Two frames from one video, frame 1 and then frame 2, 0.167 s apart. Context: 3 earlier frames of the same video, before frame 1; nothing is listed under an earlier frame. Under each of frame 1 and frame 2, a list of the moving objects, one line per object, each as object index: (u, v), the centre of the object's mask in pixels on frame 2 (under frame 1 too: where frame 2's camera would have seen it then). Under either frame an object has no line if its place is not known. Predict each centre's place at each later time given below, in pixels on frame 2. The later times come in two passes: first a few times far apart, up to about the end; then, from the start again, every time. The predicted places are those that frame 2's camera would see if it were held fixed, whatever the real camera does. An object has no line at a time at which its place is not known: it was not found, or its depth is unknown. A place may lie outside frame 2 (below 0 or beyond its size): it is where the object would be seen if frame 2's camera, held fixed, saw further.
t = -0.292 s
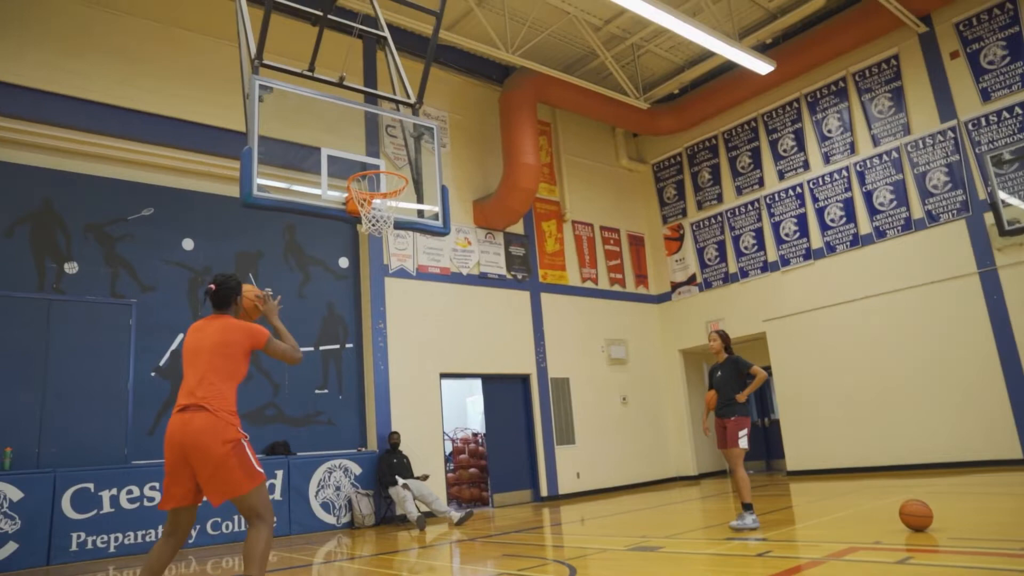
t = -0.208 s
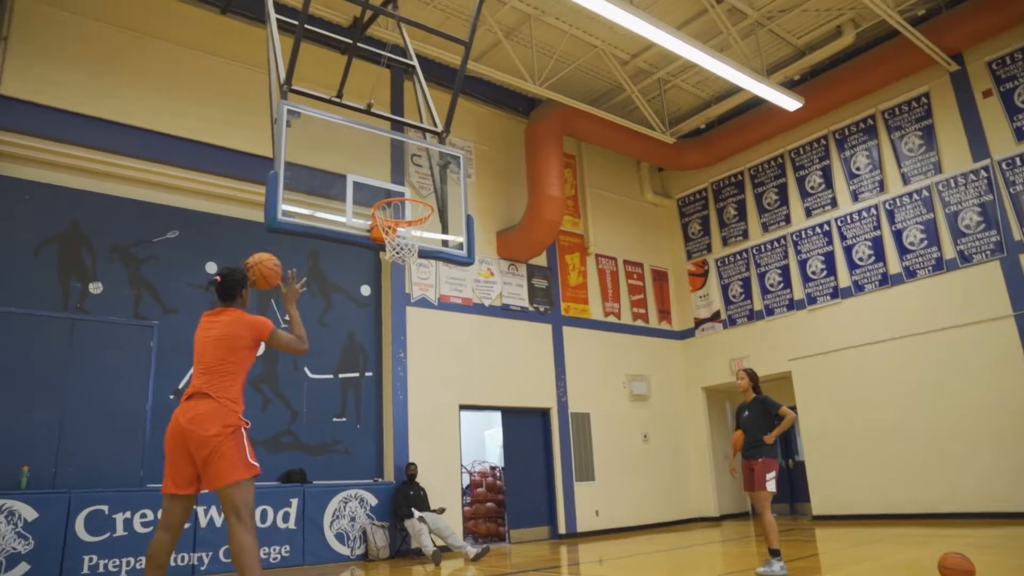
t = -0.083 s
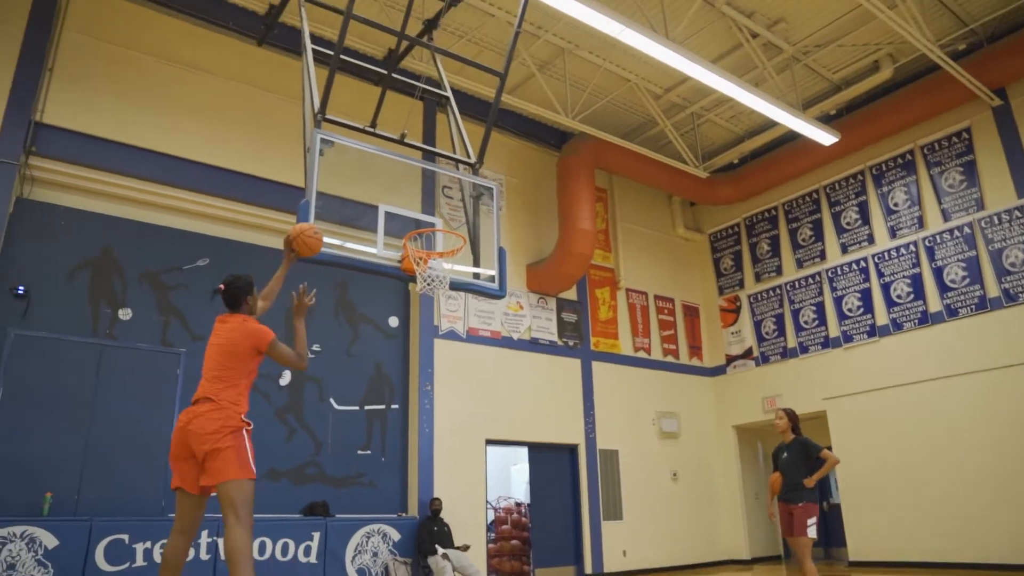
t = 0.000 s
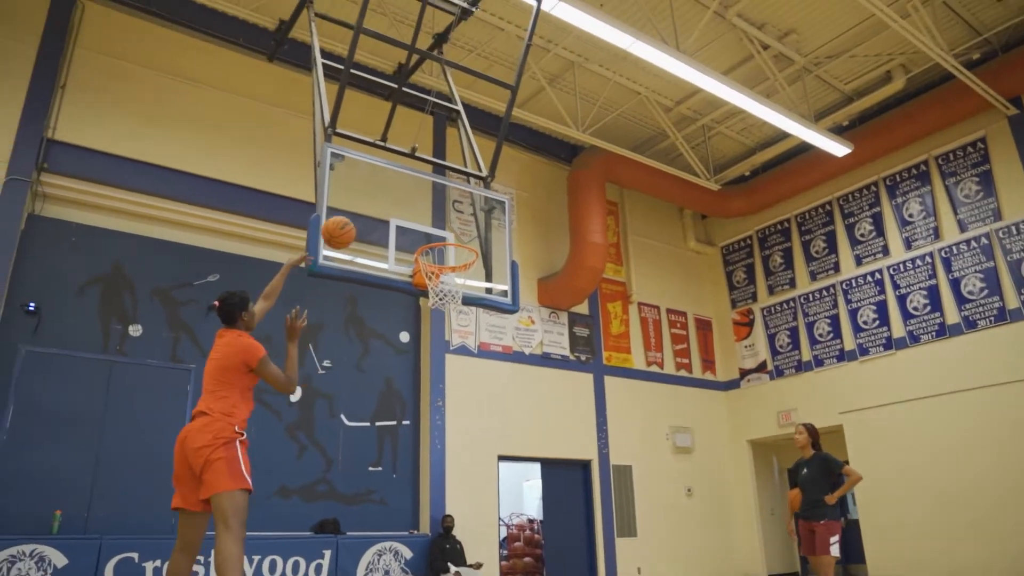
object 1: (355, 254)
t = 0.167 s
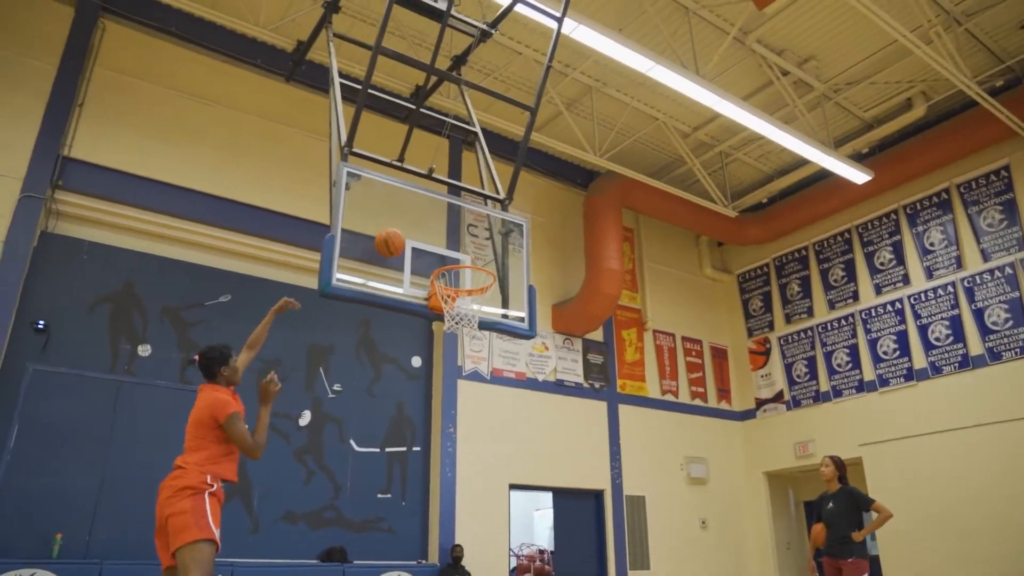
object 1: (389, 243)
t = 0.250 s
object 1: (410, 240)
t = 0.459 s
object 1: (460, 250)
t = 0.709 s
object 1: (487, 257)
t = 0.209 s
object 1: (399, 242)
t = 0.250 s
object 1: (410, 240)
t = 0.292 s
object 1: (420, 239)
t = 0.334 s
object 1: (431, 242)
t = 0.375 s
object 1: (442, 246)
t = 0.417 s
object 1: (452, 251)
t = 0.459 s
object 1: (460, 250)
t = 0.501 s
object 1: (467, 251)
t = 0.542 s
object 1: (473, 254)
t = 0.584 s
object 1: (477, 256)
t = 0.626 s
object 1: (481, 255)
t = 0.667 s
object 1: (485, 257)
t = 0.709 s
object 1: (487, 257)
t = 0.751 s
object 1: (488, 259)
